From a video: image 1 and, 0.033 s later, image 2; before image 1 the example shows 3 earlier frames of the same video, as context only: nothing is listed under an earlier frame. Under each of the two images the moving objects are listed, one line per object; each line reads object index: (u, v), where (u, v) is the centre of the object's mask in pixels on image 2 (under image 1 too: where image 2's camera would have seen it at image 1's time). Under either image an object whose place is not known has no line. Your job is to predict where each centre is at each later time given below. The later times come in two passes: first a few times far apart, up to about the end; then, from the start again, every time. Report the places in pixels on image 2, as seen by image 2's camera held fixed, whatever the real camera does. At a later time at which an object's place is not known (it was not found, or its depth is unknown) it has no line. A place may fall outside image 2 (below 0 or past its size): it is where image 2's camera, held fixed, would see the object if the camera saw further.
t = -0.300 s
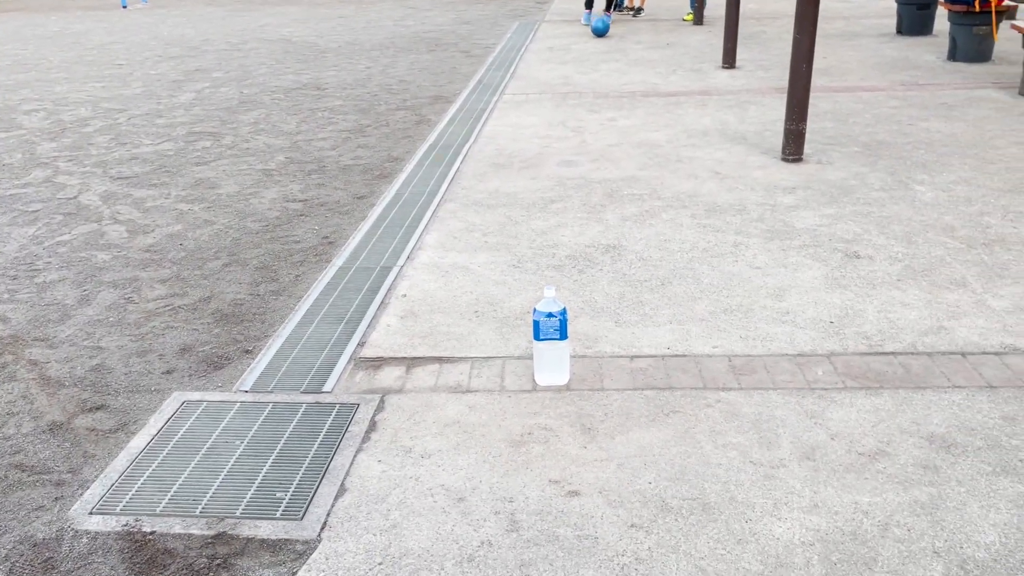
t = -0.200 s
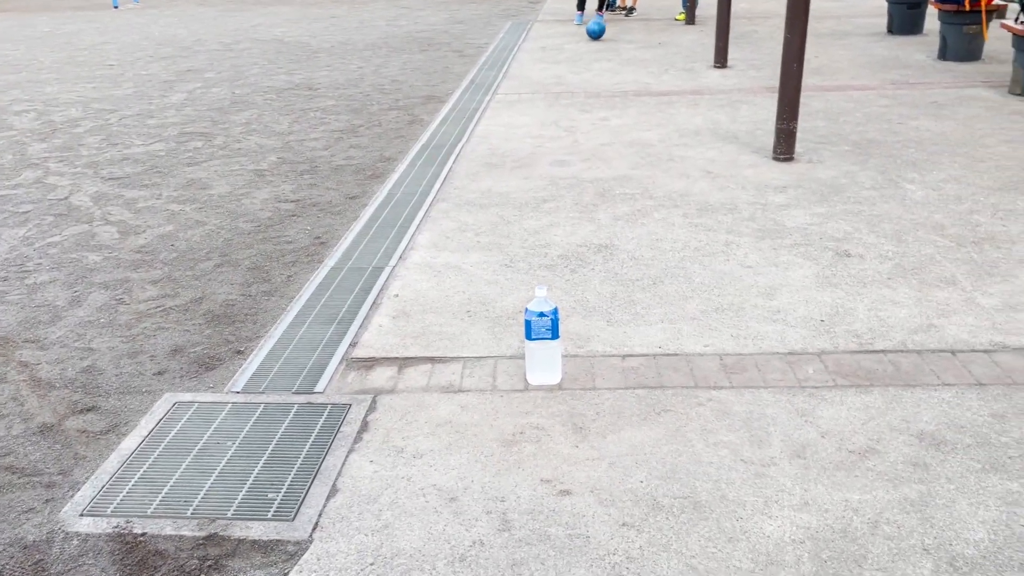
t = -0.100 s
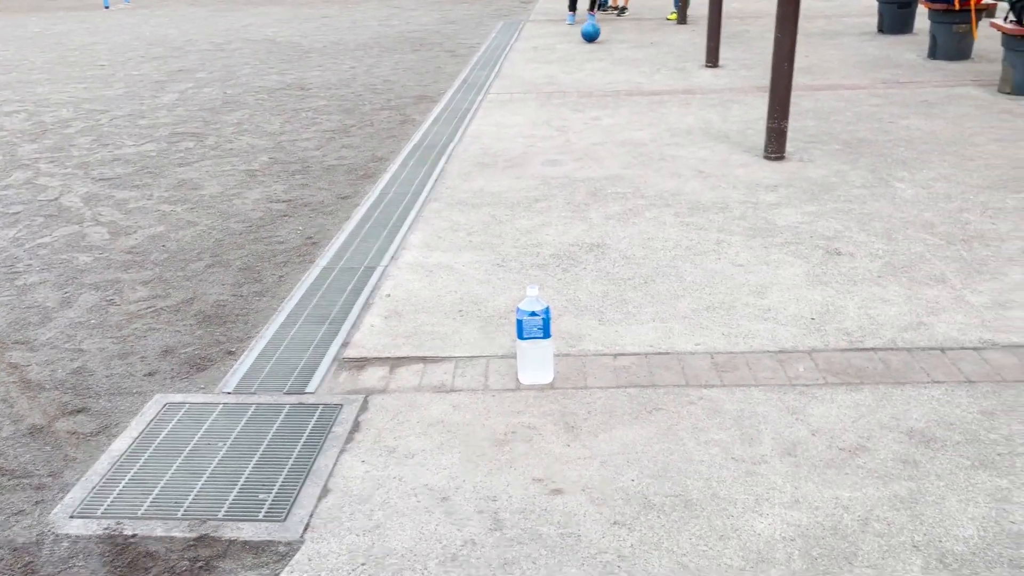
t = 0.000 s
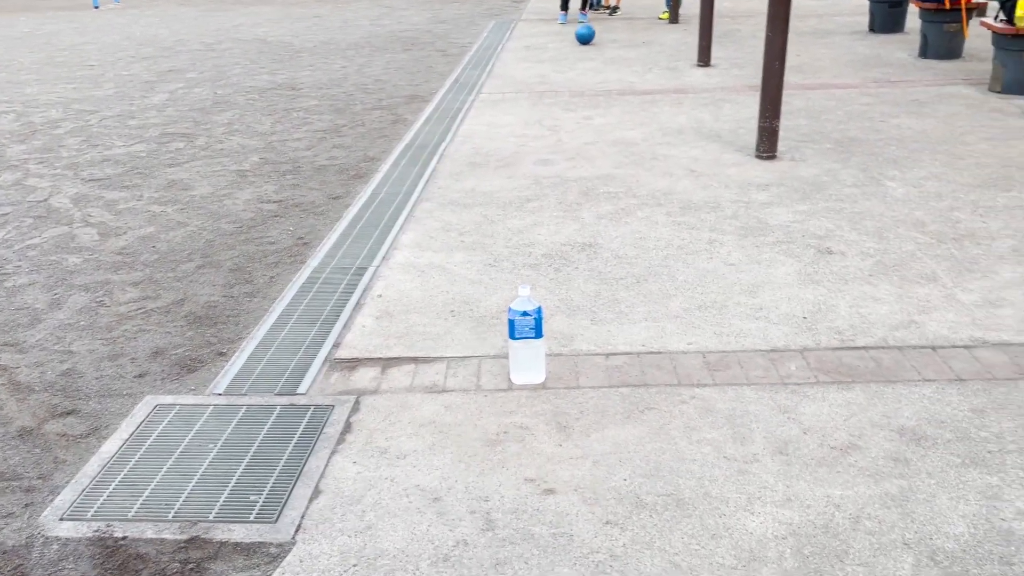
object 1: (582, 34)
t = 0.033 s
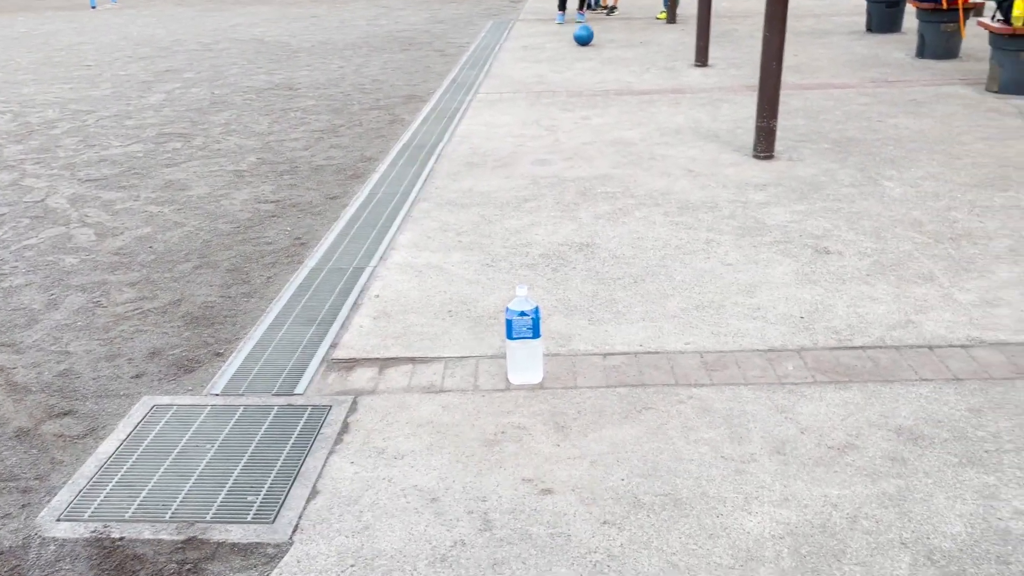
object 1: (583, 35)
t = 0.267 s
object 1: (590, 41)
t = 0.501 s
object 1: (596, 47)
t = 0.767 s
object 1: (604, 56)
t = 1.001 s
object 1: (611, 64)
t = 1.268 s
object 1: (619, 72)
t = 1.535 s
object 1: (628, 82)
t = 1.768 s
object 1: (638, 93)
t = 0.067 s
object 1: (584, 36)
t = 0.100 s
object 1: (585, 37)
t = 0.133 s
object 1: (586, 38)
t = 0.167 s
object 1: (587, 39)
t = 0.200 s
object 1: (588, 40)
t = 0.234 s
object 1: (589, 40)
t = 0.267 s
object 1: (590, 41)
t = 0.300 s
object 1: (591, 42)
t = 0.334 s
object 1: (592, 43)
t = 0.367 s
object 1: (593, 44)
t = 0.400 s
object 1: (594, 45)
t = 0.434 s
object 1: (595, 46)
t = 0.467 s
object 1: (596, 46)
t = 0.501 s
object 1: (596, 47)
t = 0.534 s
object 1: (598, 48)
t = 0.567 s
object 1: (598, 49)
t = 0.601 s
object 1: (599, 50)
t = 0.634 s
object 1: (600, 51)
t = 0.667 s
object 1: (601, 52)
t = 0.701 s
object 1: (603, 54)
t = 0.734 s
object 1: (603, 55)
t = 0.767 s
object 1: (604, 56)
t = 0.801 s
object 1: (605, 57)
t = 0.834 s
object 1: (606, 58)
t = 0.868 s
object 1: (607, 59)
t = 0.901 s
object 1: (608, 60)
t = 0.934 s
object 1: (609, 62)
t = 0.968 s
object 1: (610, 63)
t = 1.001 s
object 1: (611, 64)
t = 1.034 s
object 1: (612, 65)
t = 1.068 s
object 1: (613, 66)
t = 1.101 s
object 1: (614, 67)
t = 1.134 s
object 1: (615, 68)
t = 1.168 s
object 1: (616, 69)
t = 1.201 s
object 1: (617, 70)
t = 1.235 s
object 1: (618, 71)
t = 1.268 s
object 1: (619, 72)
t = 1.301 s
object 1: (620, 74)
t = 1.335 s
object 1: (621, 75)
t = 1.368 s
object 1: (623, 76)
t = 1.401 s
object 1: (624, 78)
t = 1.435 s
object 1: (624, 79)
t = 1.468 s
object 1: (625, 80)
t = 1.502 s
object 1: (627, 81)
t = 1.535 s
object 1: (628, 82)
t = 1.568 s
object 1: (628, 84)
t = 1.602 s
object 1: (630, 86)
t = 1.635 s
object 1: (631, 87)
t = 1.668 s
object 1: (632, 88)
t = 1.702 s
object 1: (634, 90)
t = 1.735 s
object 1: (636, 91)
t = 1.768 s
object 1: (638, 93)
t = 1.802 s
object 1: (639, 95)
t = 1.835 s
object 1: (639, 96)
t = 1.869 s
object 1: (640, 98)
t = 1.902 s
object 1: (642, 100)
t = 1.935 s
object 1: (644, 101)
